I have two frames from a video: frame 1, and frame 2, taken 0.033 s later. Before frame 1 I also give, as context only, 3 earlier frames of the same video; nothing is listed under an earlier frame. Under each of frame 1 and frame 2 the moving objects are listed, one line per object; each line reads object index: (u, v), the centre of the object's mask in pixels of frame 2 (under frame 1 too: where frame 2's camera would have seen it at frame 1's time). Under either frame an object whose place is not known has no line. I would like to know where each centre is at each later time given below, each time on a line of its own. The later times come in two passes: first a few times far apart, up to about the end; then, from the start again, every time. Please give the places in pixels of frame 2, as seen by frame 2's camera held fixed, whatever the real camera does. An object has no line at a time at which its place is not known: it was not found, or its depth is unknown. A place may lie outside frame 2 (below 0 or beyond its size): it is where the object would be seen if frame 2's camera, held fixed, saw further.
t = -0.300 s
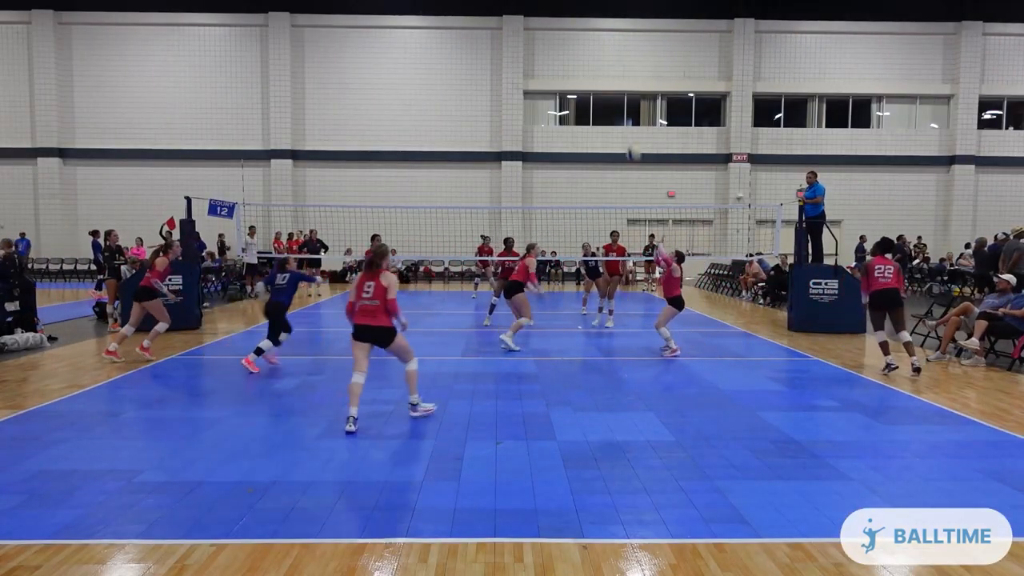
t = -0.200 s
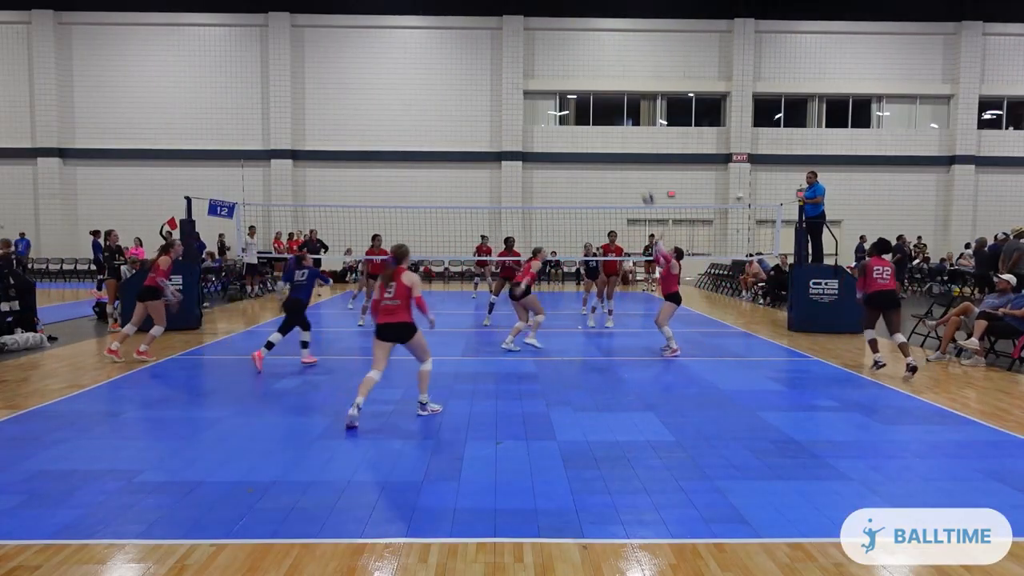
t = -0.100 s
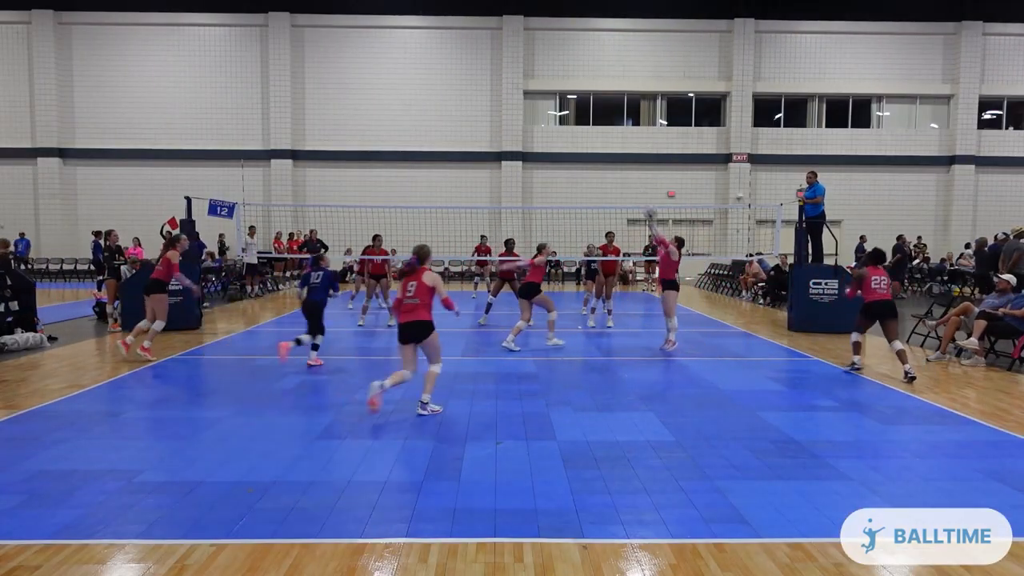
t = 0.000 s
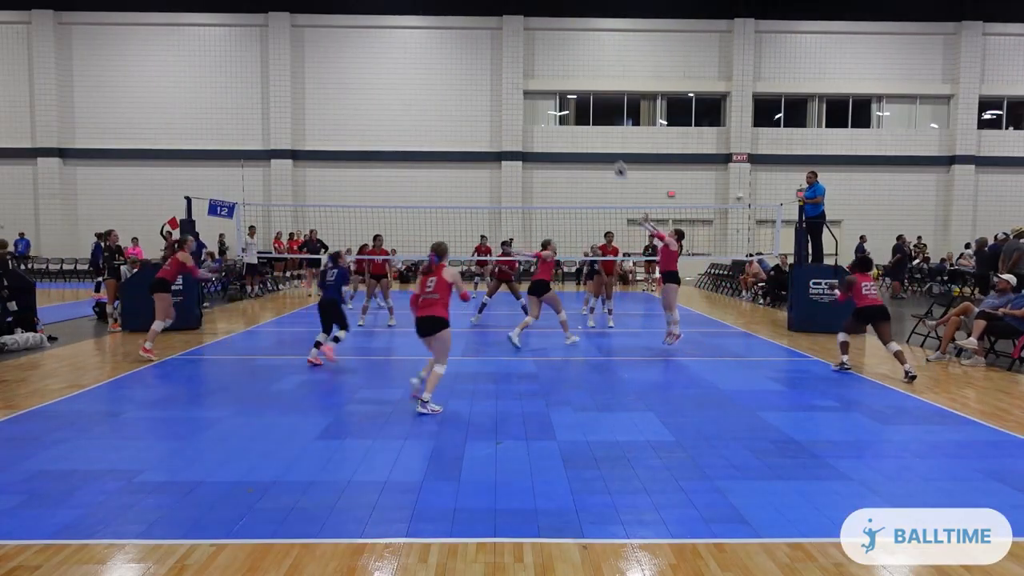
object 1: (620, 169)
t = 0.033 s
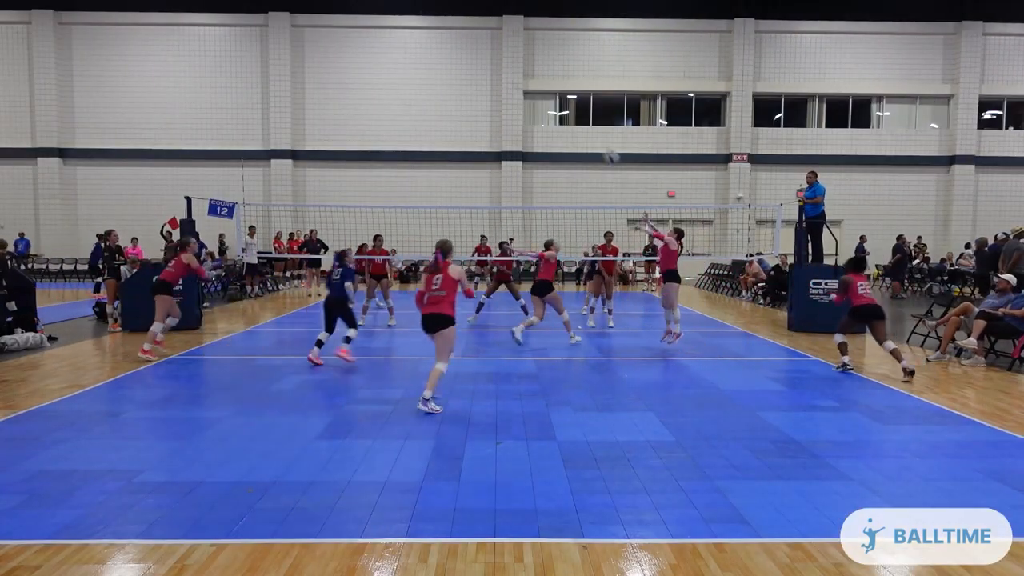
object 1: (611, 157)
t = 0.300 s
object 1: (534, 84)
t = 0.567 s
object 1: (462, 63)
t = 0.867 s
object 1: (388, 94)
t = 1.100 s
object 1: (336, 153)
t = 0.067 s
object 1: (600, 145)
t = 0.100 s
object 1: (591, 134)
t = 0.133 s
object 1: (582, 123)
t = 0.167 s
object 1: (575, 114)
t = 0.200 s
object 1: (564, 104)
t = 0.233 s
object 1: (553, 97)
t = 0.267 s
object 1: (543, 89)
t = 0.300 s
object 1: (534, 84)
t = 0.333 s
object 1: (524, 80)
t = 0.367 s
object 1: (515, 75)
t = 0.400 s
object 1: (506, 71)
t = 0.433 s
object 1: (498, 68)
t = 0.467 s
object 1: (489, 66)
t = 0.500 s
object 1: (480, 64)
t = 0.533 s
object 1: (471, 64)
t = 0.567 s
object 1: (462, 63)
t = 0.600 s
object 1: (454, 64)
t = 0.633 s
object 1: (446, 65)
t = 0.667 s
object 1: (437, 68)
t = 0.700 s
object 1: (429, 70)
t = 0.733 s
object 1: (421, 74)
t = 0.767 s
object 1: (412, 78)
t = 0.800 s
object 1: (404, 83)
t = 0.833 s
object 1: (396, 88)
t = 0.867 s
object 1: (388, 94)
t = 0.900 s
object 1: (380, 101)
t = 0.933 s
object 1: (373, 108)
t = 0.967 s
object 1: (365, 115)
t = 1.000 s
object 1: (358, 124)
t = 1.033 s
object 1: (350, 133)
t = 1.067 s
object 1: (343, 143)
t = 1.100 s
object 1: (336, 153)
